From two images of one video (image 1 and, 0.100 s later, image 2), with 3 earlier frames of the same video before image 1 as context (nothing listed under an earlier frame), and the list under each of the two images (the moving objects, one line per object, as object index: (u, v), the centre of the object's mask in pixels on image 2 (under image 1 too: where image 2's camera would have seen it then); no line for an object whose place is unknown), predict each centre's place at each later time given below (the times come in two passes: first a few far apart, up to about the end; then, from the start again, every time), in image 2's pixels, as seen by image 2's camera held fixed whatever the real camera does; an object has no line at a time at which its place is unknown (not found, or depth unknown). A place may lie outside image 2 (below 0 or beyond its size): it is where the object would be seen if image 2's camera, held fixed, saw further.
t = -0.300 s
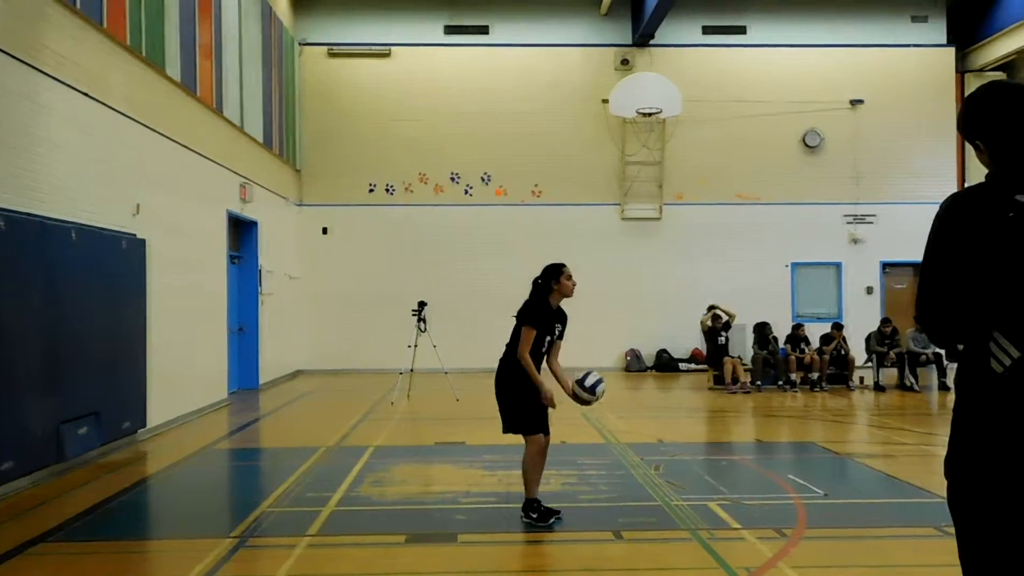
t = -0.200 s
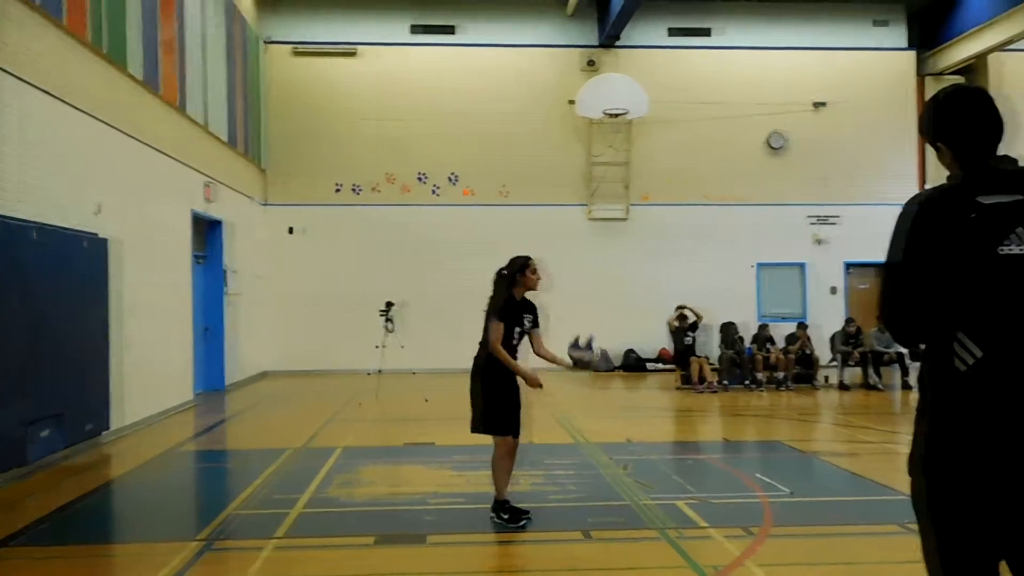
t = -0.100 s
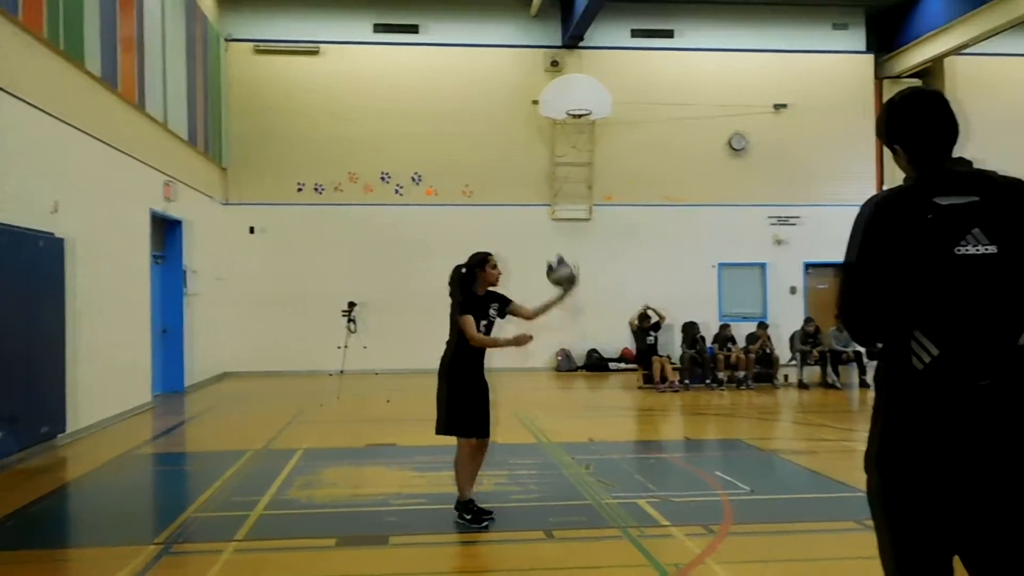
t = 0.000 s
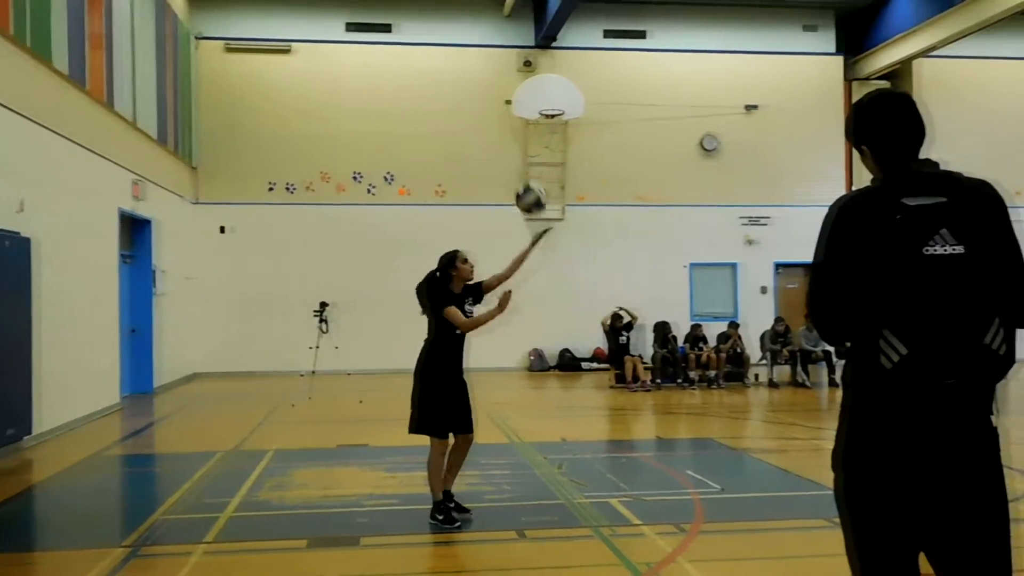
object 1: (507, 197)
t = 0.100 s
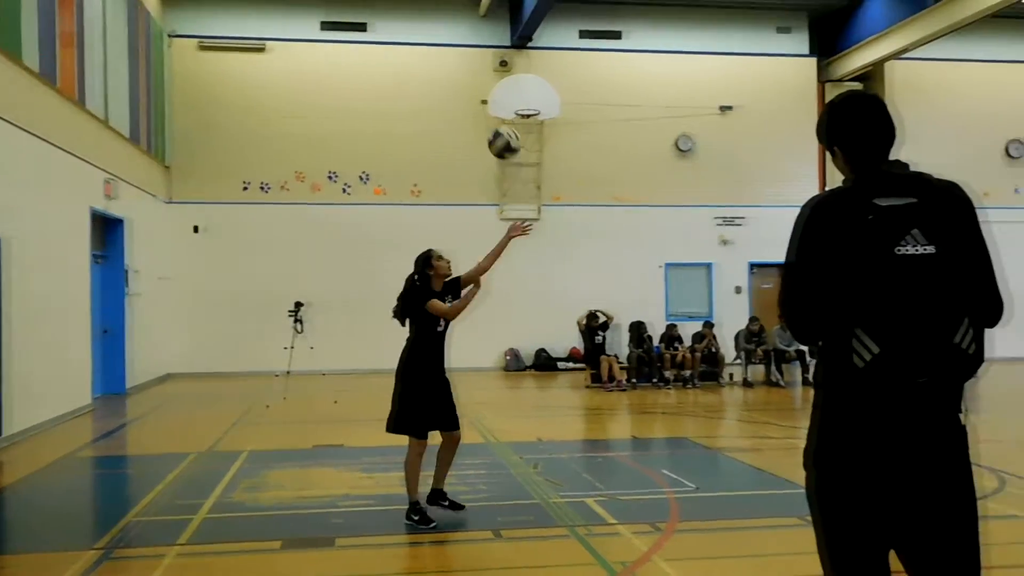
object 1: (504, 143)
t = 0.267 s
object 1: (498, 89)
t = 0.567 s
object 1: (491, 102)
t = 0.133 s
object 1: (503, 129)
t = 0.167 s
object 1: (501, 116)
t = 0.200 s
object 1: (500, 106)
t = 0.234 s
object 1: (499, 97)
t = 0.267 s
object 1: (498, 89)
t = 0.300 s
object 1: (498, 83)
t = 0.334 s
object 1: (497, 79)
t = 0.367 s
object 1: (496, 77)
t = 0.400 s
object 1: (495, 78)
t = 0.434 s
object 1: (494, 78)
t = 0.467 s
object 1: (493, 82)
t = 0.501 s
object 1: (492, 87)
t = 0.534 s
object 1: (491, 94)
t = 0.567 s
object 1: (491, 102)
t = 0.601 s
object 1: (491, 112)
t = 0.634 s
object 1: (490, 122)
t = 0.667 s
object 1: (490, 136)
